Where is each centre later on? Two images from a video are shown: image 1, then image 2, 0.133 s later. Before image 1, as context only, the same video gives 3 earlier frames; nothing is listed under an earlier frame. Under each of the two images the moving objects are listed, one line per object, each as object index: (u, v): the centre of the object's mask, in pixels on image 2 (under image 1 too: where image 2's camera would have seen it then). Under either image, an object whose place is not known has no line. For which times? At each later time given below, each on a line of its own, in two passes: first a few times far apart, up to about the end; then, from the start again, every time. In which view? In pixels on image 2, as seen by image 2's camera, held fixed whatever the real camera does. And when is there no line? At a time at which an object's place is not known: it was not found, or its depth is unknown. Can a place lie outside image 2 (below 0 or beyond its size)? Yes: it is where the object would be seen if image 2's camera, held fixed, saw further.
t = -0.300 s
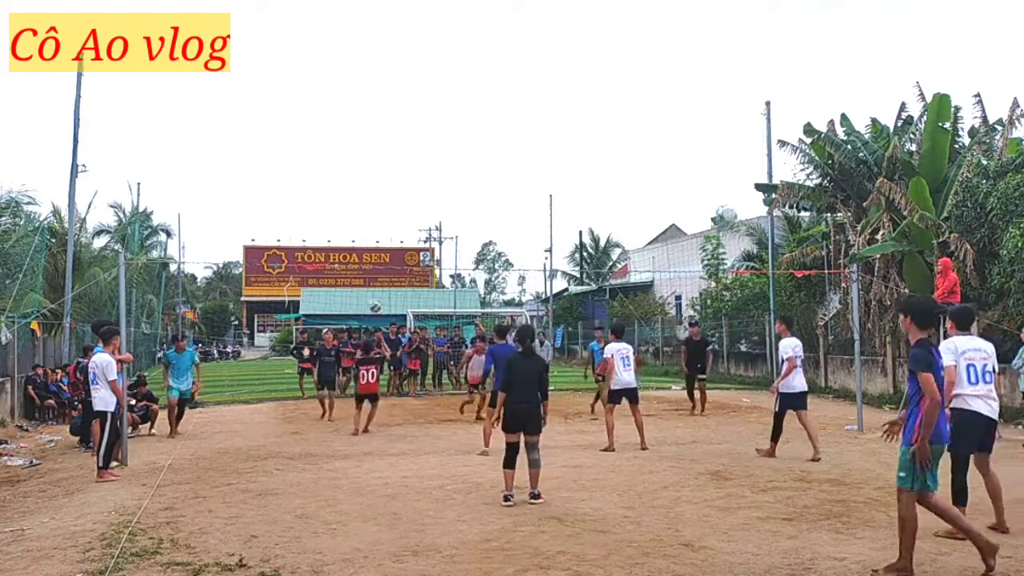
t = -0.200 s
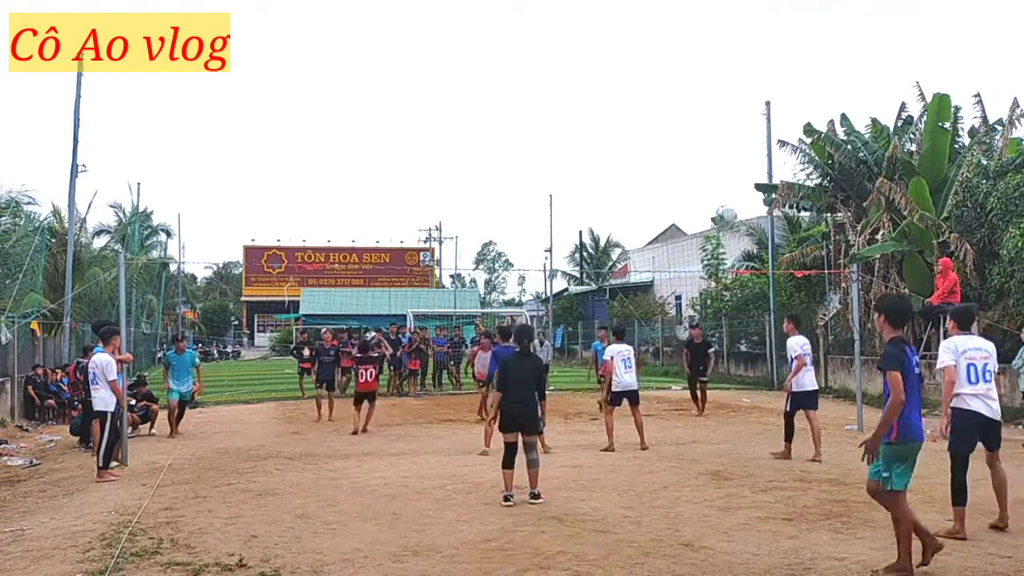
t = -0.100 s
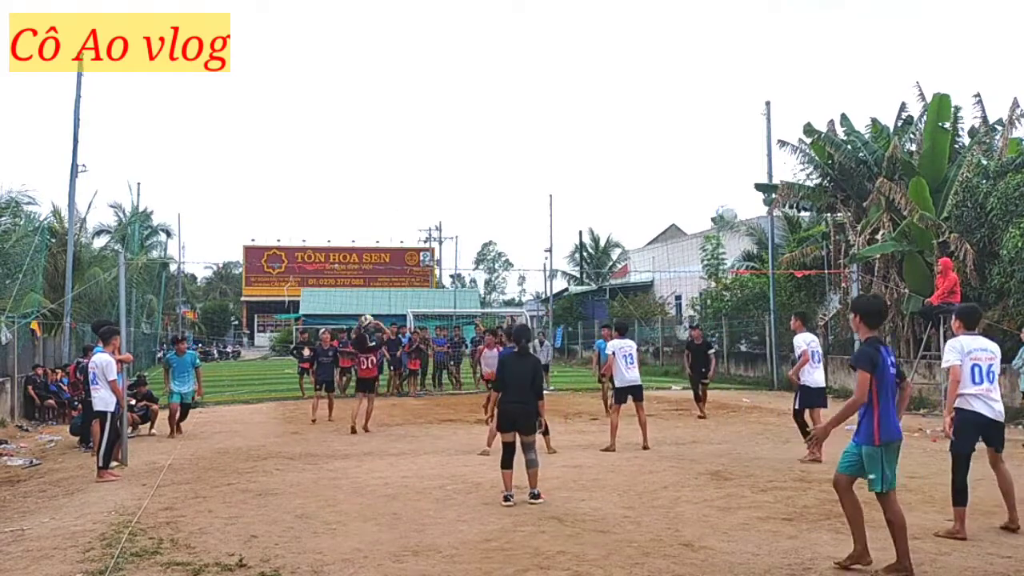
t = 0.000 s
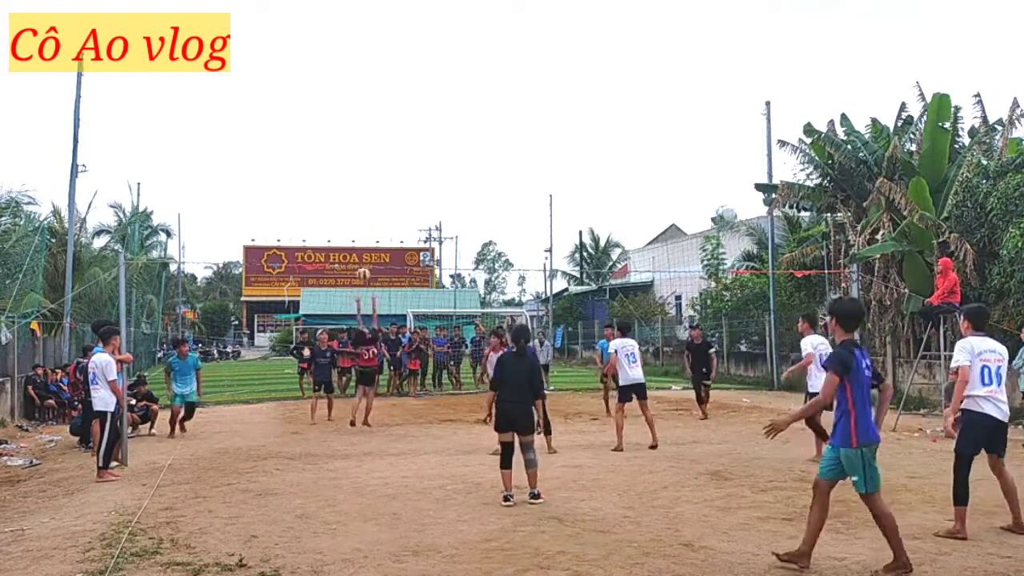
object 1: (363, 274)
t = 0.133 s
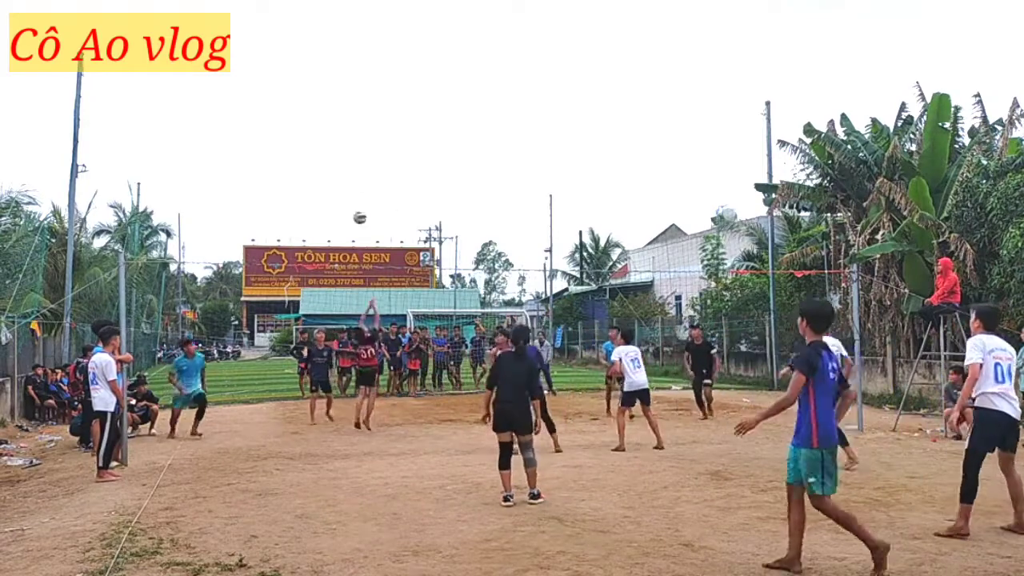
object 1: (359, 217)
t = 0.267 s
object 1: (356, 171)
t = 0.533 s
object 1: (350, 110)
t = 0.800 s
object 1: (344, 97)
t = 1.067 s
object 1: (340, 135)
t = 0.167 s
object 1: (359, 204)
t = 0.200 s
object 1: (358, 192)
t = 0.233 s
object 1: (357, 181)
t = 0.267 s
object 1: (356, 171)
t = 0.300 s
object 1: (356, 161)
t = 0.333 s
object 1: (355, 151)
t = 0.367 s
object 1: (354, 143)
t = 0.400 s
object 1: (353, 135)
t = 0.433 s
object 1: (352, 128)
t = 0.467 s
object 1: (352, 121)
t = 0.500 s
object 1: (351, 116)
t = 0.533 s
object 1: (350, 110)
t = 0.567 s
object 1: (349, 106)
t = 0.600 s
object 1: (349, 103)
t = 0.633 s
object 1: (348, 99)
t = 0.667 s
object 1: (345, 96)
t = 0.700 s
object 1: (346, 96)
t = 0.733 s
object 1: (345, 96)
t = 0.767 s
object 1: (345, 96)
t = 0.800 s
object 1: (344, 97)
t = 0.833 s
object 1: (344, 100)
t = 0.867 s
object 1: (343, 102)
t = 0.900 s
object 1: (342, 105)
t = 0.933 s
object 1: (342, 110)
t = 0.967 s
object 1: (341, 115)
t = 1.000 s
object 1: (341, 121)
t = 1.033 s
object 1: (341, 128)
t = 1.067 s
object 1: (340, 135)
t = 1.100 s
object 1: (340, 144)
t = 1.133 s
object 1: (340, 153)
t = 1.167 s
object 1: (339, 164)
